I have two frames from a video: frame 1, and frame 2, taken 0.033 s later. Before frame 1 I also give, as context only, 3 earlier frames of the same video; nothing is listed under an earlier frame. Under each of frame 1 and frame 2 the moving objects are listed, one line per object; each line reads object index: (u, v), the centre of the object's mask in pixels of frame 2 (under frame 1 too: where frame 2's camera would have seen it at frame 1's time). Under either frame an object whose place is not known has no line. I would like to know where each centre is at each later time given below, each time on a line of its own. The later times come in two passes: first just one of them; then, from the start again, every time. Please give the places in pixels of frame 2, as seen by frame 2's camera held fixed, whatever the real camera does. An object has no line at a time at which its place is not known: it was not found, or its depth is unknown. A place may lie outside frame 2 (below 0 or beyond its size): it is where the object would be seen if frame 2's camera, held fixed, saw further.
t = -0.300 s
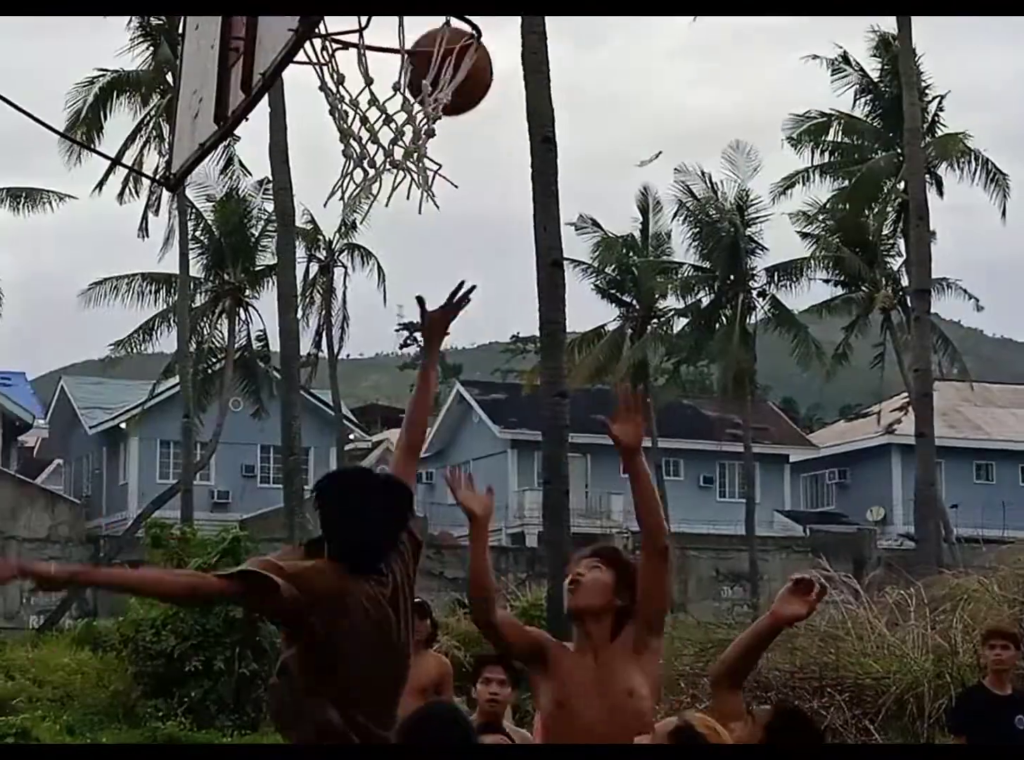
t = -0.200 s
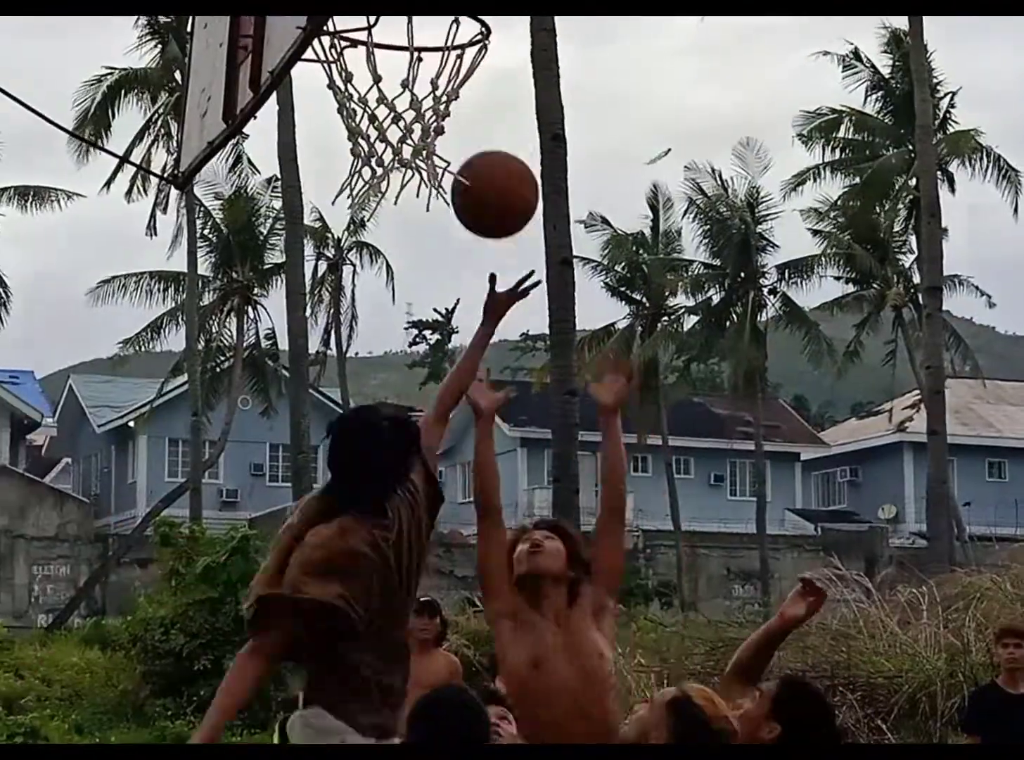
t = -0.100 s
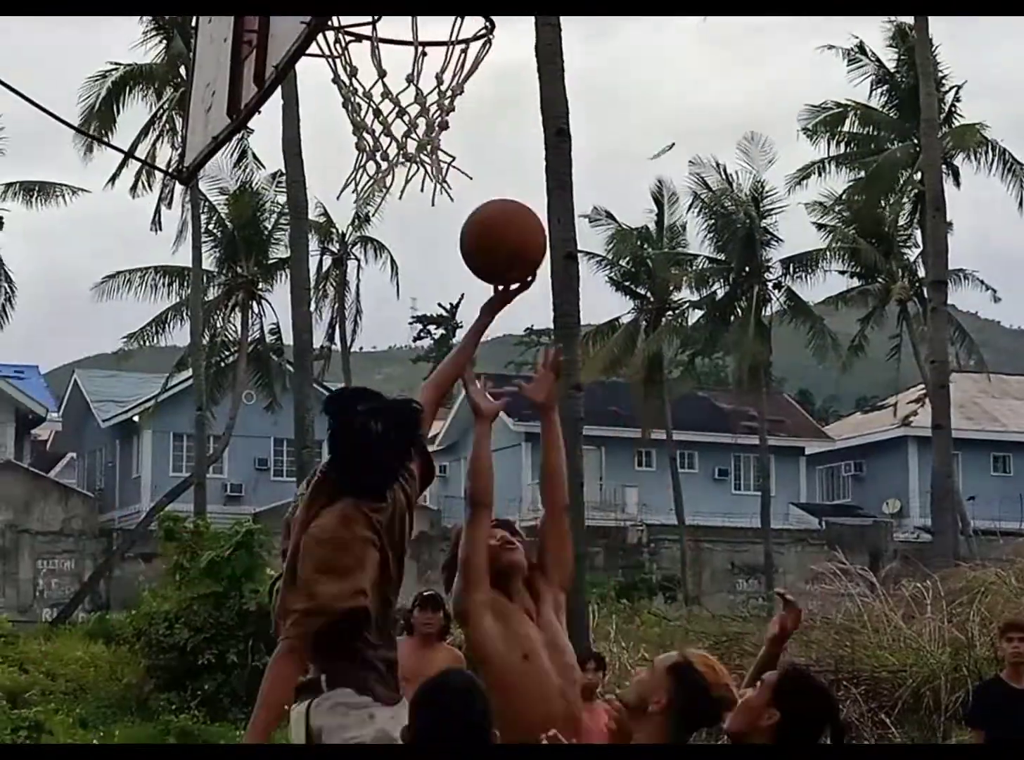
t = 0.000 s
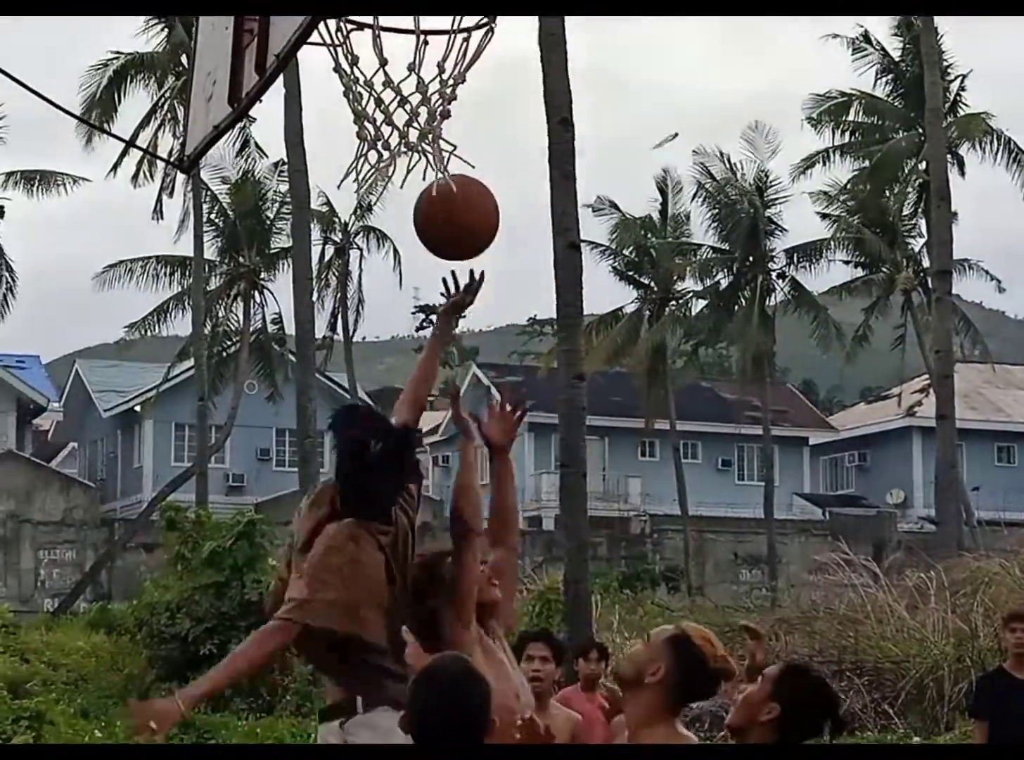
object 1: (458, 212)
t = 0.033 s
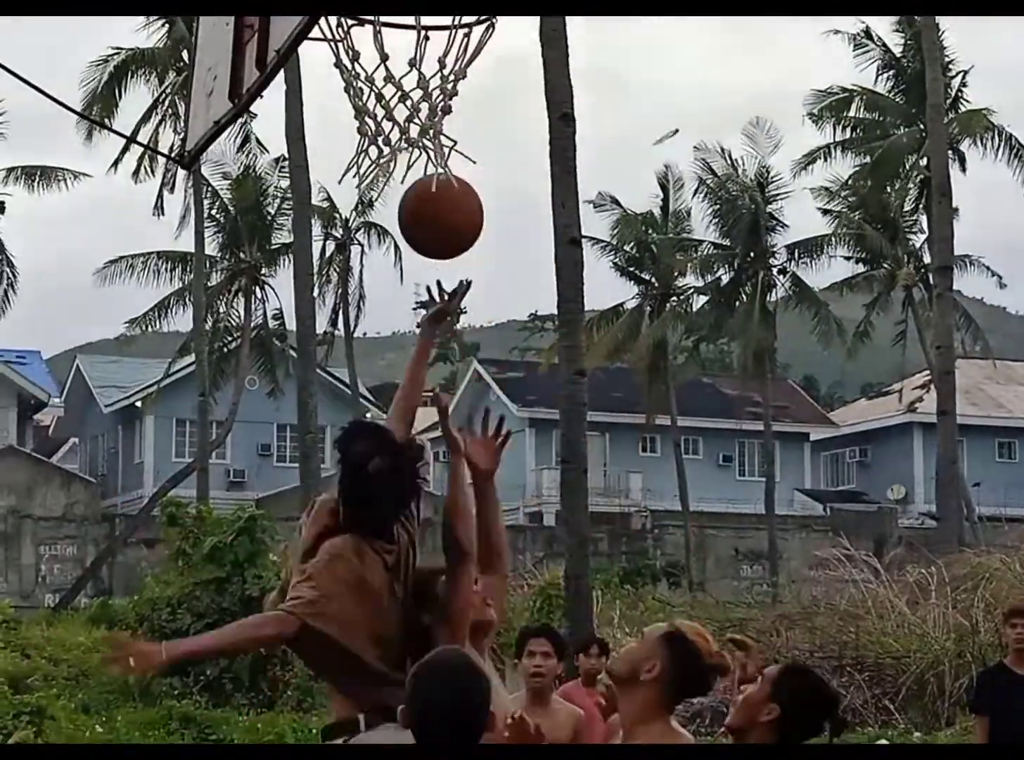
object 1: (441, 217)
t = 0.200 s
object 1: (357, 292)
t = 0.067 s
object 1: (423, 223)
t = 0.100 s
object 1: (407, 236)
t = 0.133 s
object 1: (390, 251)
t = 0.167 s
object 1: (375, 269)
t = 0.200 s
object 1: (357, 292)
